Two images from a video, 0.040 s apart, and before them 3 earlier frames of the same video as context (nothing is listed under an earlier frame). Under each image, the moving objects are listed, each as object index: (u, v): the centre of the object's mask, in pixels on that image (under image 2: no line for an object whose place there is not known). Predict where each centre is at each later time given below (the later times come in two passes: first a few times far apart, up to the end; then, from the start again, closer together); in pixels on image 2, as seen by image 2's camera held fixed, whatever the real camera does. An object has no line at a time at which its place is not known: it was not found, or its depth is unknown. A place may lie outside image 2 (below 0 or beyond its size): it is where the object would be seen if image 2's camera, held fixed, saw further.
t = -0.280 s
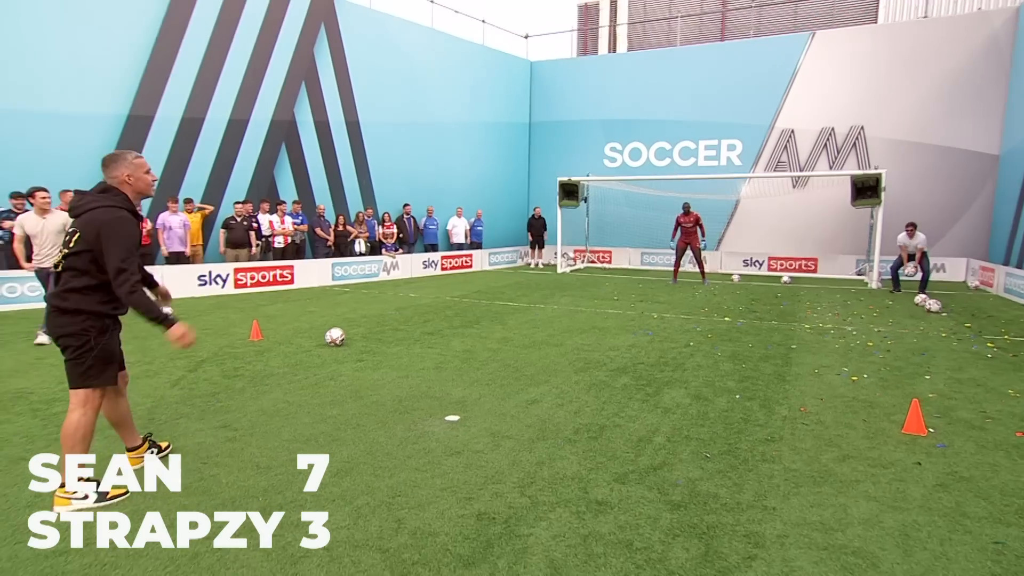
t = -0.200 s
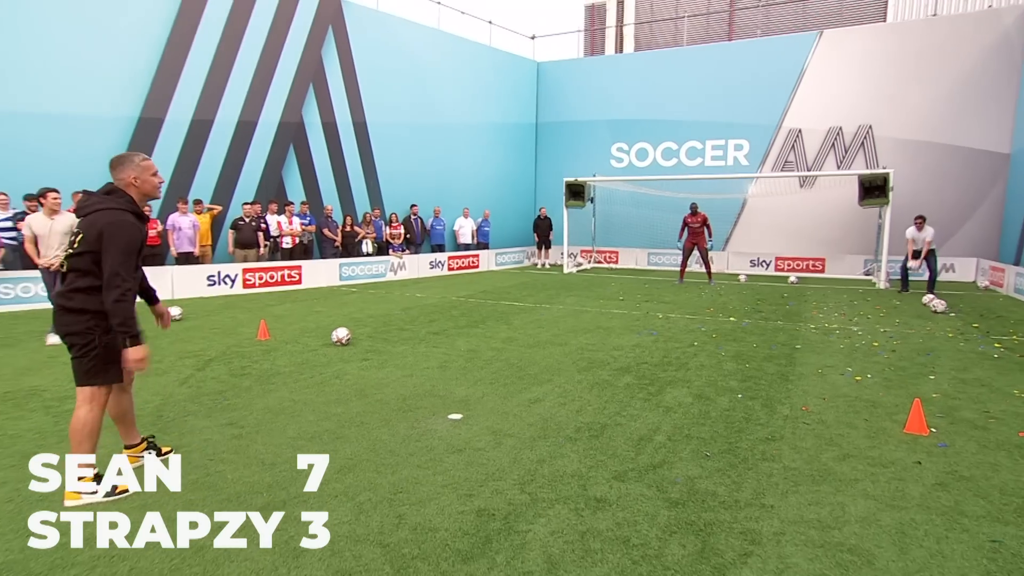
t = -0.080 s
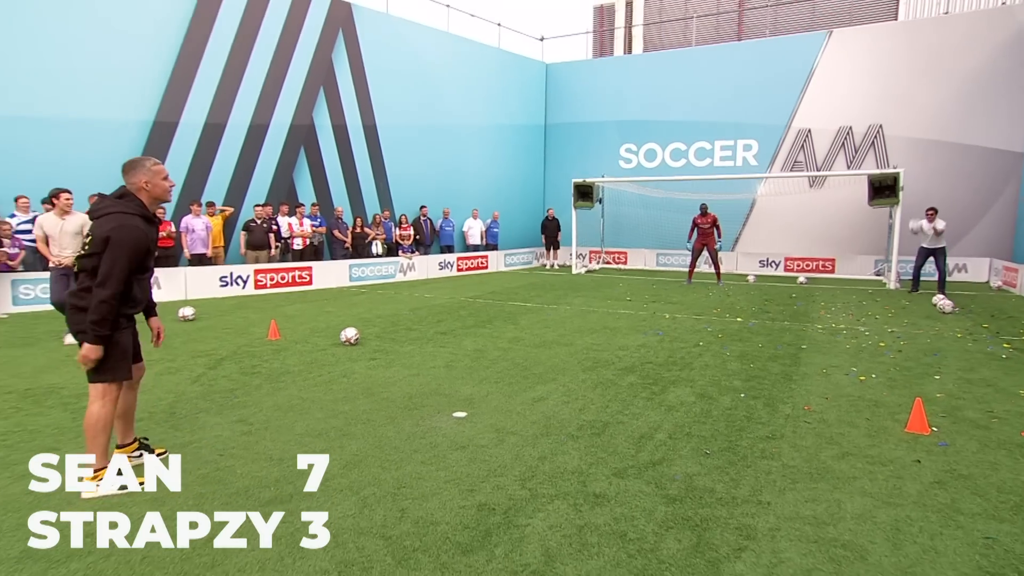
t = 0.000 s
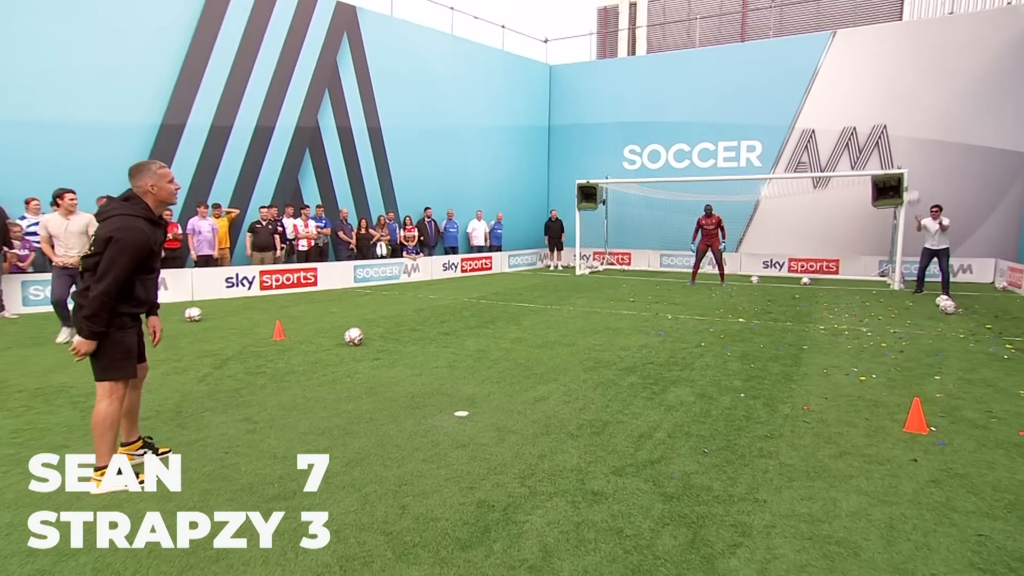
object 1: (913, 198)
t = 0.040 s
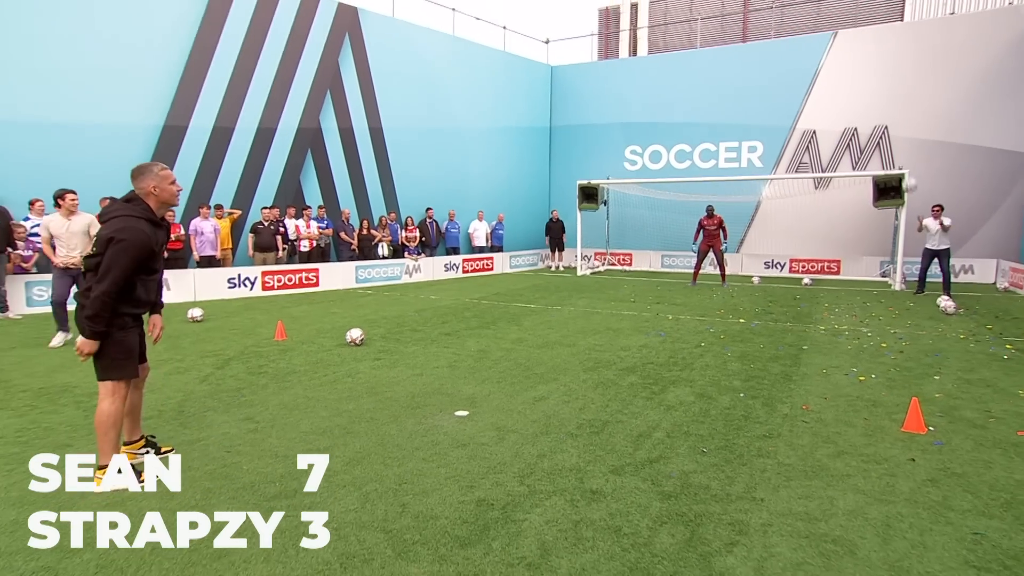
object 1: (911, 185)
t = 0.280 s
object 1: (878, 114)
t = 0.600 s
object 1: (821, 55)
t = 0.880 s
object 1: (748, 62)
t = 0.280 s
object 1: (878, 114)
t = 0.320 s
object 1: (872, 104)
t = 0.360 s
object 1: (866, 95)
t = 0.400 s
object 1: (859, 86)
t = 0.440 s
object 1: (852, 78)
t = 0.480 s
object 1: (845, 72)
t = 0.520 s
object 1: (838, 66)
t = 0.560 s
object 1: (830, 61)
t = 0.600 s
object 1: (821, 55)
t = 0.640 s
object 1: (813, 53)
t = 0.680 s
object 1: (804, 51)
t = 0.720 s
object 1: (793, 50)
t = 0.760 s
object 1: (783, 51)
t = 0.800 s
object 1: (772, 53)
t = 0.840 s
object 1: (760, 57)
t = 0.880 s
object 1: (748, 62)
